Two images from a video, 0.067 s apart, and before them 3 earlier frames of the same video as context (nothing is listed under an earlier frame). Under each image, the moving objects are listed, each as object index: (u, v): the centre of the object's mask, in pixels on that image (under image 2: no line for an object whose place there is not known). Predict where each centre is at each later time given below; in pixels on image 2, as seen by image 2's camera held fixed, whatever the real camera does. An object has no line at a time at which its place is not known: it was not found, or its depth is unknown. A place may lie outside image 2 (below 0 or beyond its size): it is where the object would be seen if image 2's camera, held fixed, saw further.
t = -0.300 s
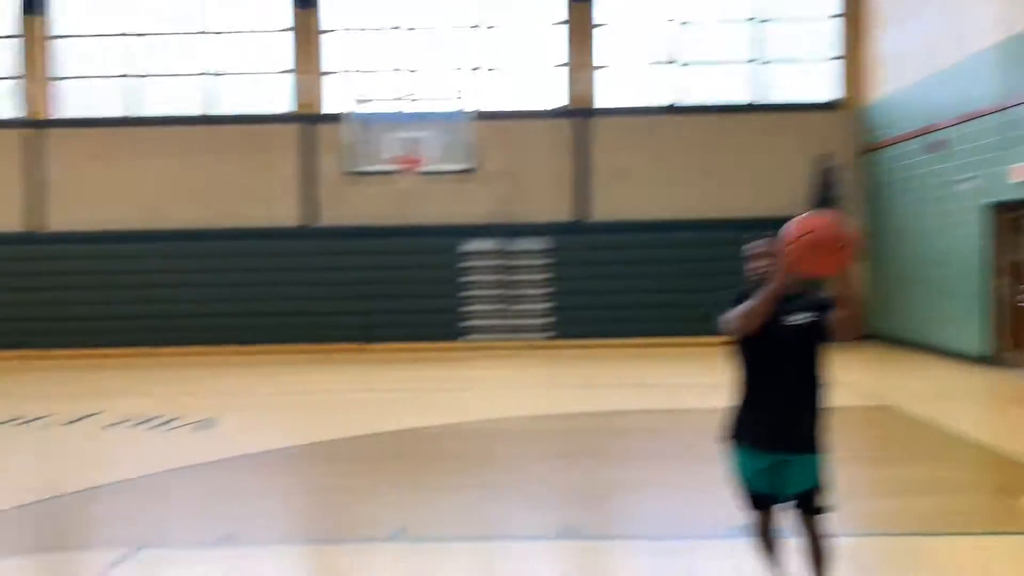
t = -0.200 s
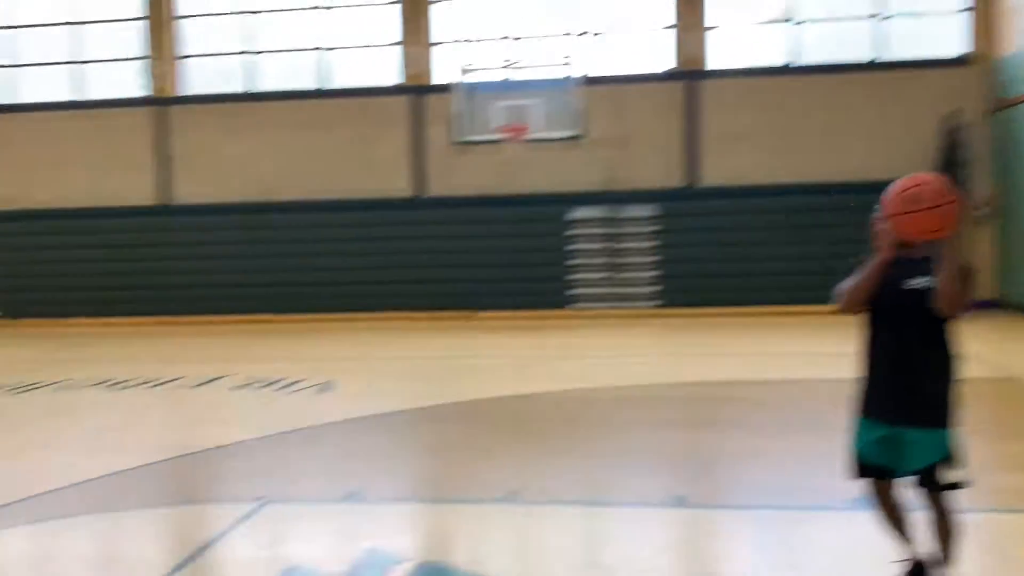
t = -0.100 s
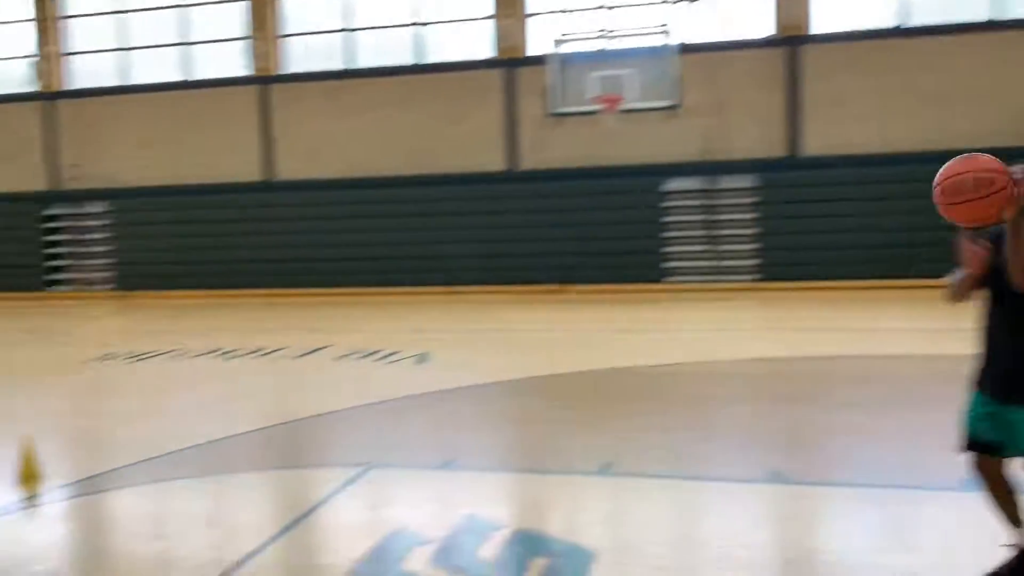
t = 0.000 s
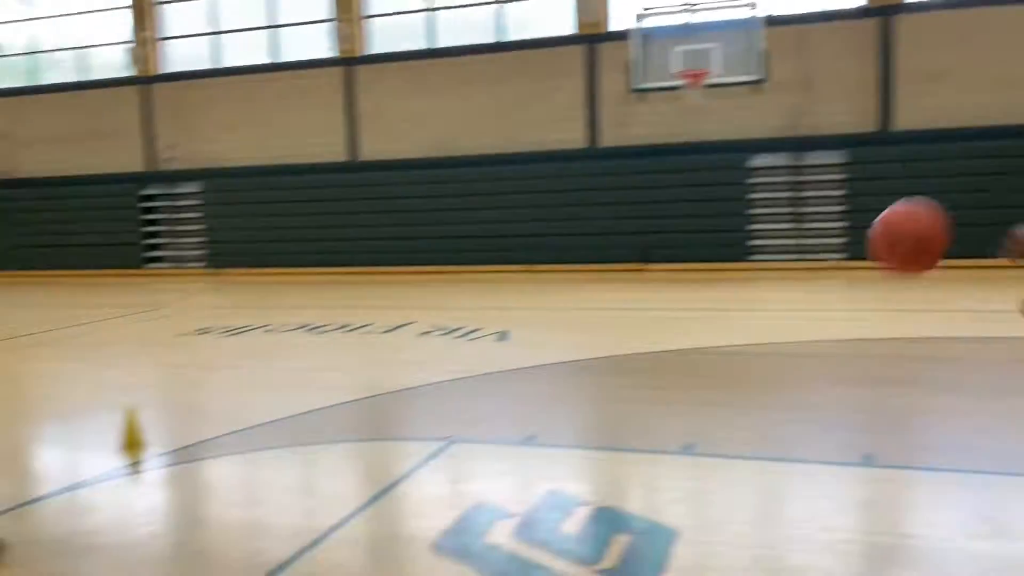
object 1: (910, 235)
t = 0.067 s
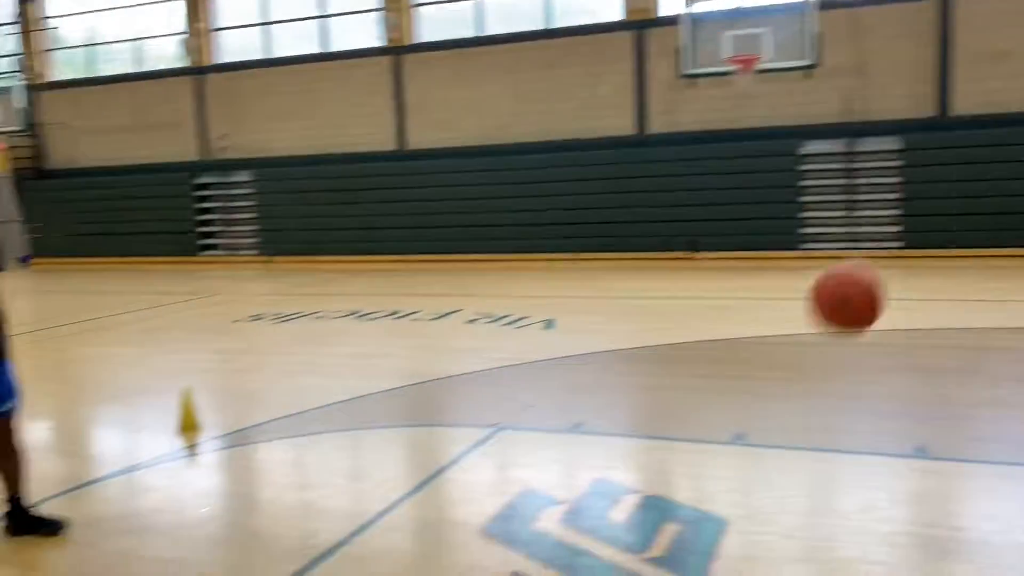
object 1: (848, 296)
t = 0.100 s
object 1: (791, 338)
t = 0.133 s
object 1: (737, 378)
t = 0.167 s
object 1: (686, 417)
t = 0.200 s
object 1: (635, 459)
